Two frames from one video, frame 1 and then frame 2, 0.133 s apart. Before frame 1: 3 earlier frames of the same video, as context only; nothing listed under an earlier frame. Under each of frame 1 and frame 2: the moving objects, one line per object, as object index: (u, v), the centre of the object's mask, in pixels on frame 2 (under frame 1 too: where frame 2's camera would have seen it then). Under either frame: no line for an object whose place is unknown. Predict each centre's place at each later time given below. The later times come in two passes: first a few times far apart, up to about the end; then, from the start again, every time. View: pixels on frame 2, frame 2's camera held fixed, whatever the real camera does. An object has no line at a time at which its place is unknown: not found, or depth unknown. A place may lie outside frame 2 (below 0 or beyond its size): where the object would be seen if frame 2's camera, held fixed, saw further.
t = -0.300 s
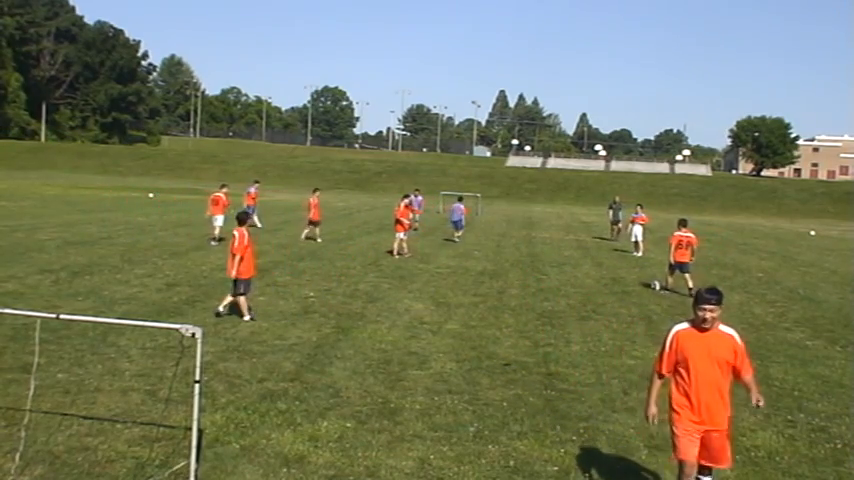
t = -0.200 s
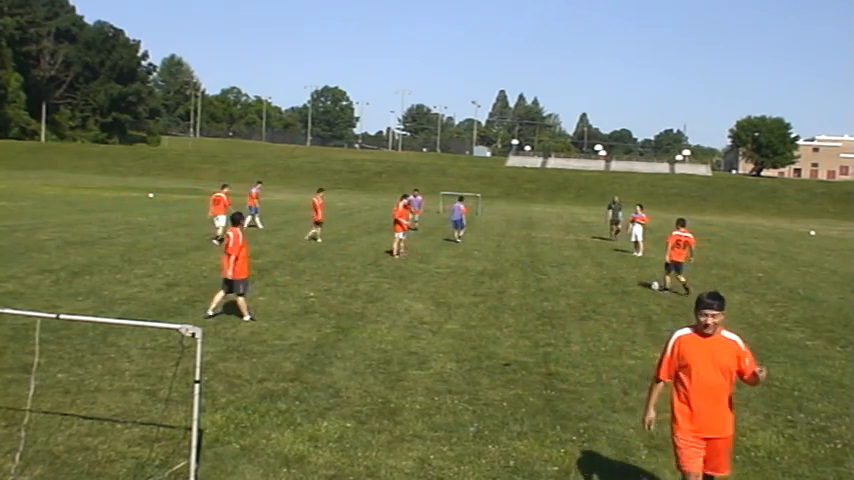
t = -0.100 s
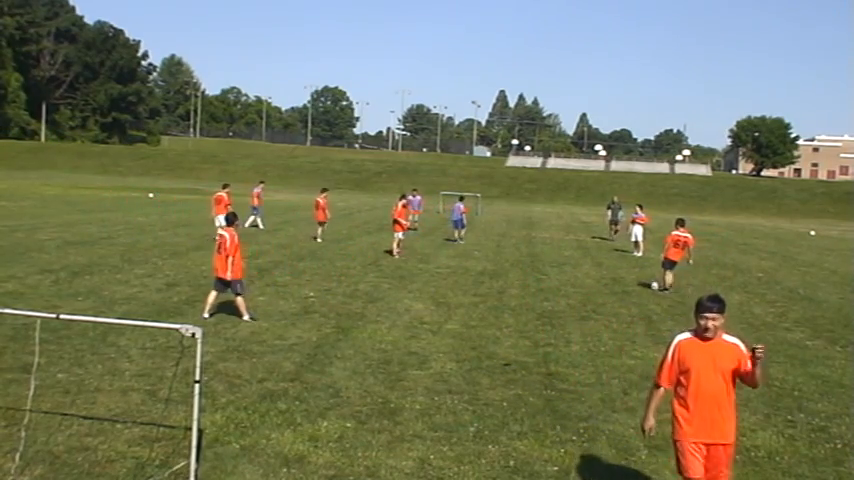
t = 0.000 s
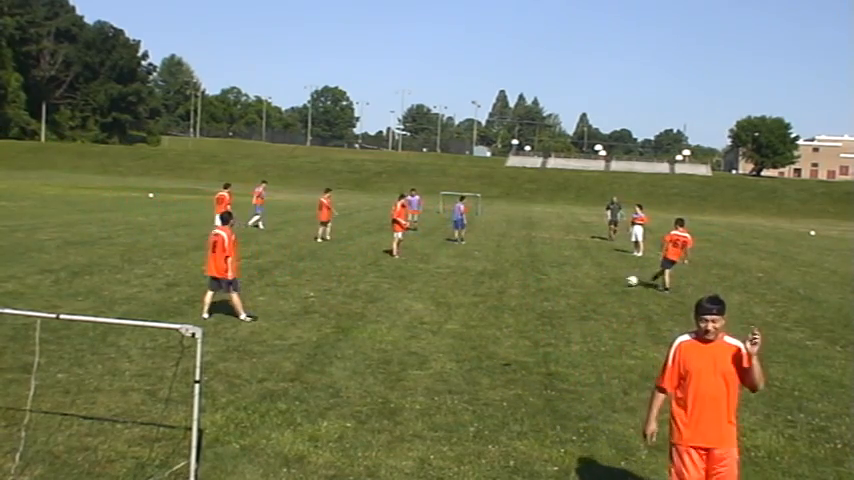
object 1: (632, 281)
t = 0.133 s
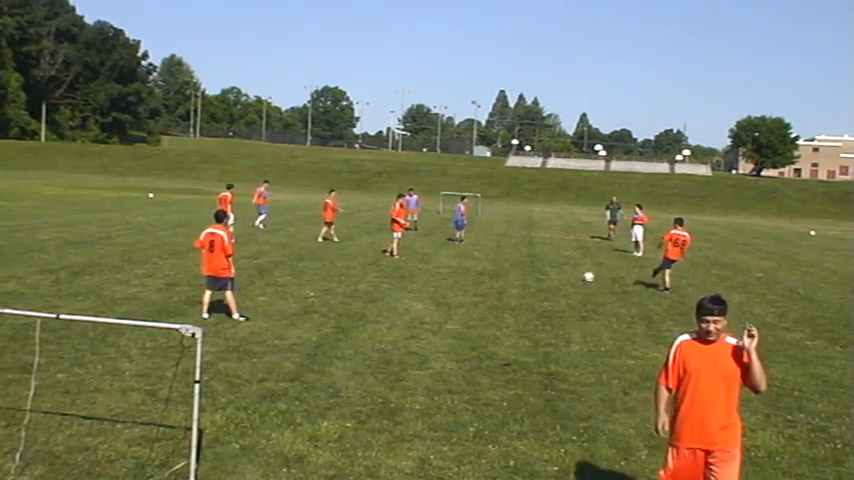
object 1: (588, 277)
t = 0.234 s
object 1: (562, 275)
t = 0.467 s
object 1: (520, 270)
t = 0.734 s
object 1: (478, 266)
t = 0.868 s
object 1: (459, 263)
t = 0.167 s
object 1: (578, 277)
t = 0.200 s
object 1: (569, 276)
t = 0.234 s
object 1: (562, 275)
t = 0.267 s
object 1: (556, 273)
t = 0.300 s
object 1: (550, 271)
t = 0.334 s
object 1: (543, 271)
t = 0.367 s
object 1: (537, 271)
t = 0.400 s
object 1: (531, 271)
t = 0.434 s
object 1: (525, 271)
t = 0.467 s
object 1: (520, 270)
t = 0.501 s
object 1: (514, 269)
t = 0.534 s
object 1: (509, 267)
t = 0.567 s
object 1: (503, 267)
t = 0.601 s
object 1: (498, 266)
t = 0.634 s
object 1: (493, 266)
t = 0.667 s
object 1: (487, 267)
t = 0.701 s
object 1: (482, 266)
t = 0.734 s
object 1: (478, 266)
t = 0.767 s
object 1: (473, 264)
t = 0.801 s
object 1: (468, 264)
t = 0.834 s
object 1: (463, 263)
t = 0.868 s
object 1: (459, 263)
